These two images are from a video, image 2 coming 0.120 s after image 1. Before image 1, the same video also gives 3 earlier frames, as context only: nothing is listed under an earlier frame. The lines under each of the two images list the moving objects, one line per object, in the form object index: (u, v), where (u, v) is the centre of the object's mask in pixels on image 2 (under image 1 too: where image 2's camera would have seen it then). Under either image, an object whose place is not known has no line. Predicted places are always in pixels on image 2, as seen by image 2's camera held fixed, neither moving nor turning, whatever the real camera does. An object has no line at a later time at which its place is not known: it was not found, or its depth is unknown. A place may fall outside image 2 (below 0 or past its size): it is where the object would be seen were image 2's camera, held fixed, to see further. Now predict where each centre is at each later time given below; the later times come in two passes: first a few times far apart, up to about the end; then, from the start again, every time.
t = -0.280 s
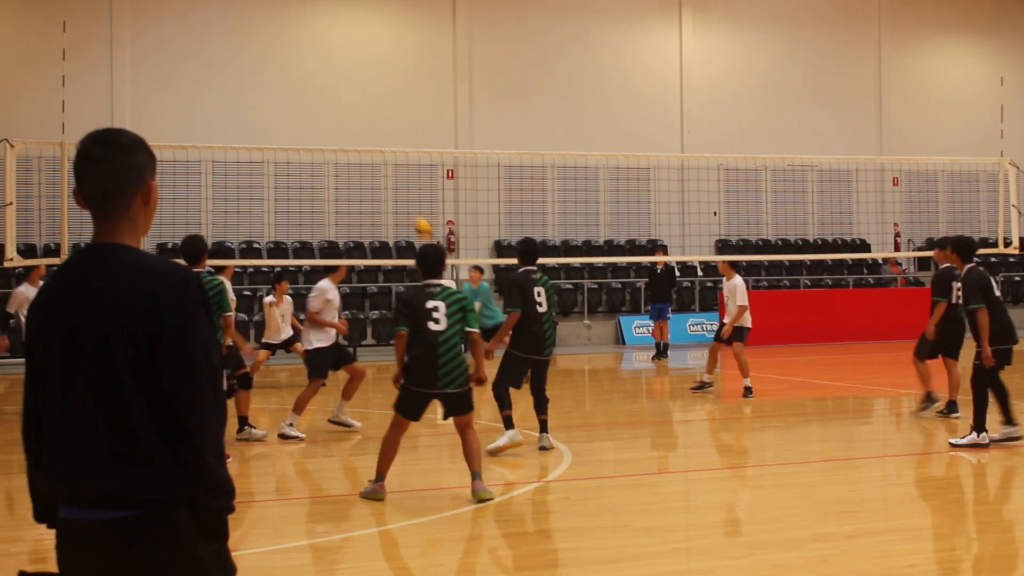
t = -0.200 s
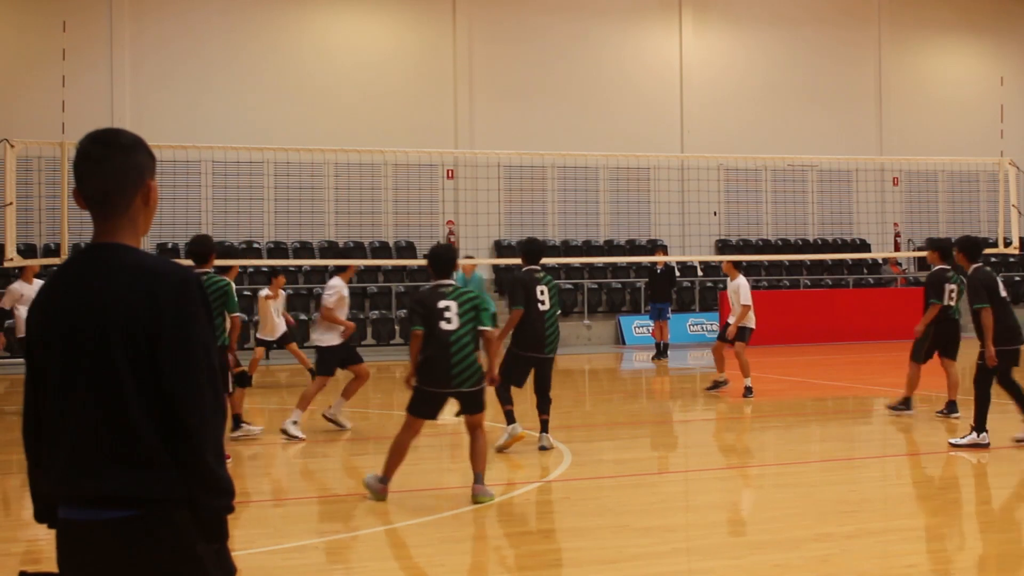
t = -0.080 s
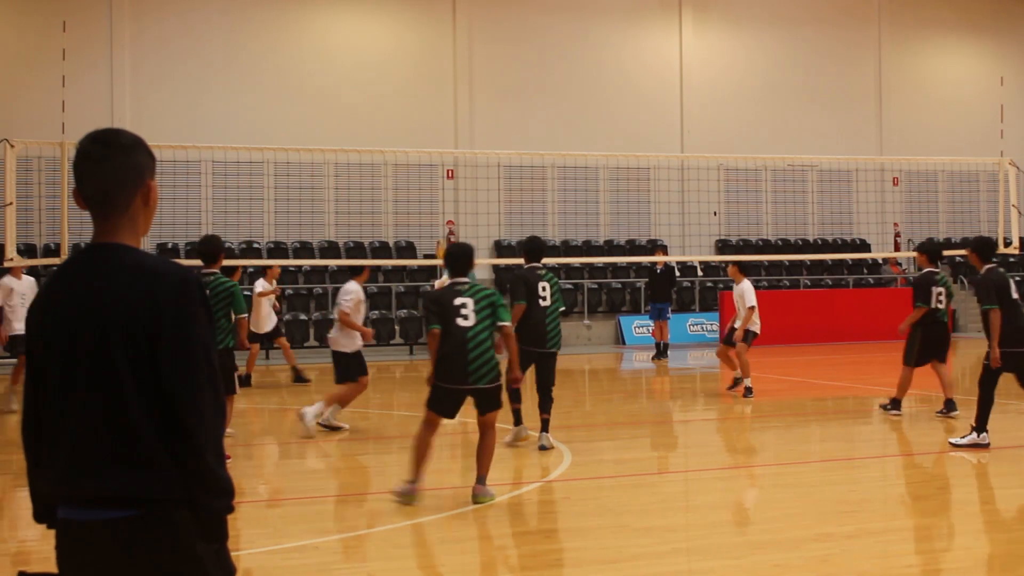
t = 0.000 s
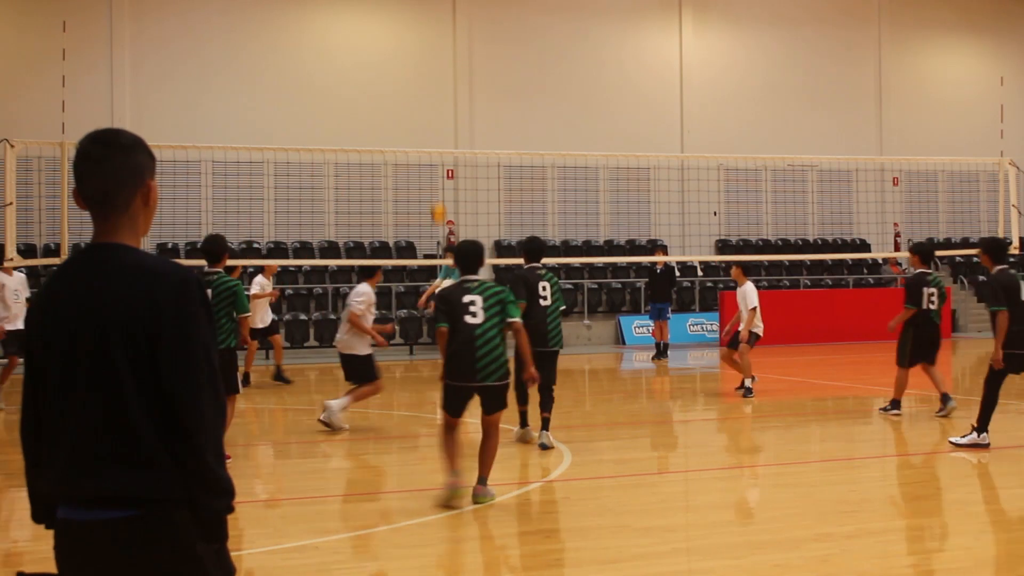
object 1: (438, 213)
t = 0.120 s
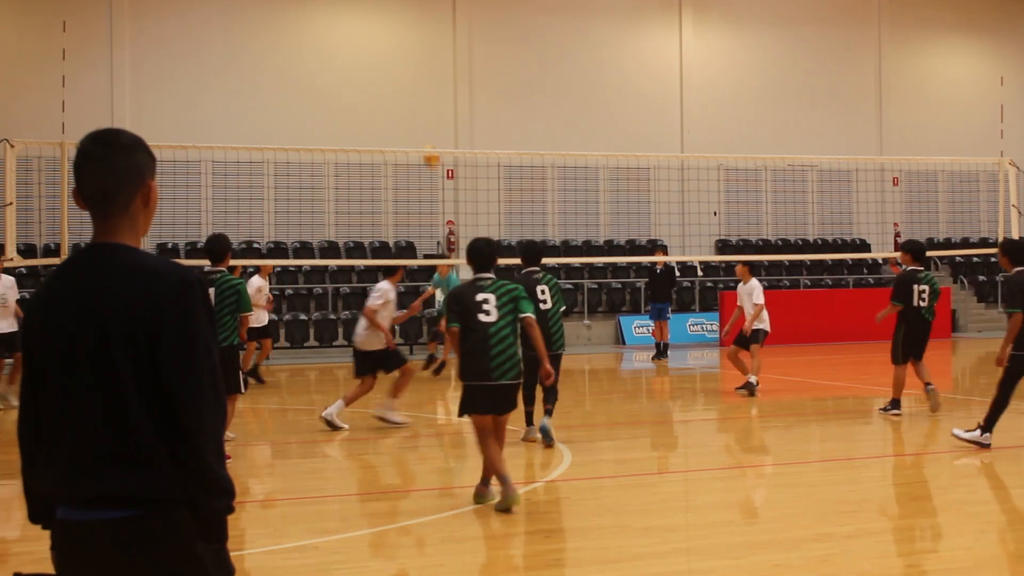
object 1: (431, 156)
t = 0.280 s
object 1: (422, 97)
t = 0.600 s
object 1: (404, 32)
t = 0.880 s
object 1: (389, 46)
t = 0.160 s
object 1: (429, 138)
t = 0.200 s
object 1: (427, 124)
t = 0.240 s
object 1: (424, 111)
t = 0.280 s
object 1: (422, 97)
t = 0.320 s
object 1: (420, 84)
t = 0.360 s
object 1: (417, 72)
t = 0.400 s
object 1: (415, 62)
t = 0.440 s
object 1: (412, 54)
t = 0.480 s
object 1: (411, 46)
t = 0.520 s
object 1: (408, 40)
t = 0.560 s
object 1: (406, 35)
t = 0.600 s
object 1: (404, 32)
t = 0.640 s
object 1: (402, 29)
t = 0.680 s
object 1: (400, 28)
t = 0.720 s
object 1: (398, 29)
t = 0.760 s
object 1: (395, 31)
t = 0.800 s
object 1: (394, 34)
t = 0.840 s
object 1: (392, 40)
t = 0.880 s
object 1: (389, 46)
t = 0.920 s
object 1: (387, 55)
